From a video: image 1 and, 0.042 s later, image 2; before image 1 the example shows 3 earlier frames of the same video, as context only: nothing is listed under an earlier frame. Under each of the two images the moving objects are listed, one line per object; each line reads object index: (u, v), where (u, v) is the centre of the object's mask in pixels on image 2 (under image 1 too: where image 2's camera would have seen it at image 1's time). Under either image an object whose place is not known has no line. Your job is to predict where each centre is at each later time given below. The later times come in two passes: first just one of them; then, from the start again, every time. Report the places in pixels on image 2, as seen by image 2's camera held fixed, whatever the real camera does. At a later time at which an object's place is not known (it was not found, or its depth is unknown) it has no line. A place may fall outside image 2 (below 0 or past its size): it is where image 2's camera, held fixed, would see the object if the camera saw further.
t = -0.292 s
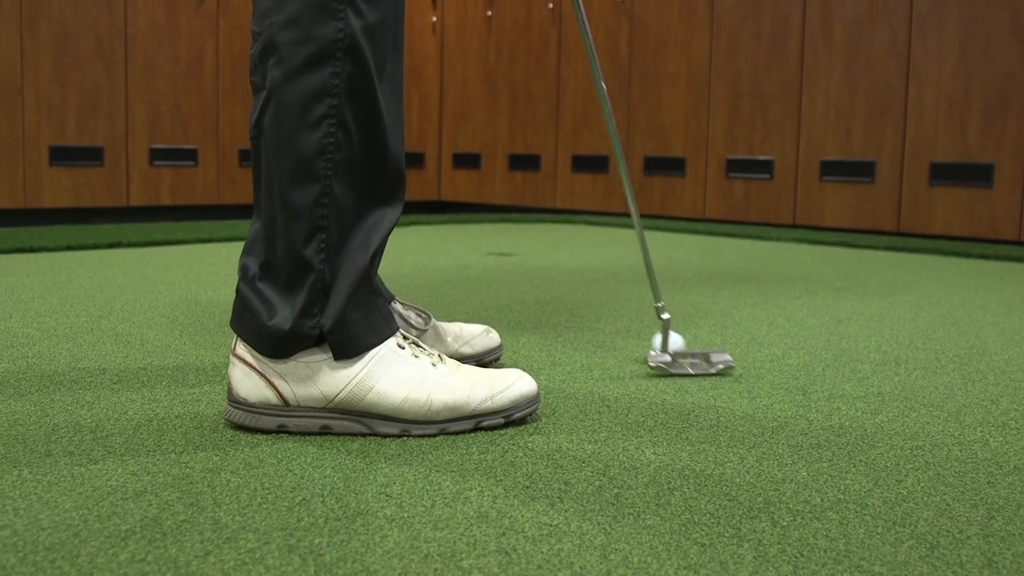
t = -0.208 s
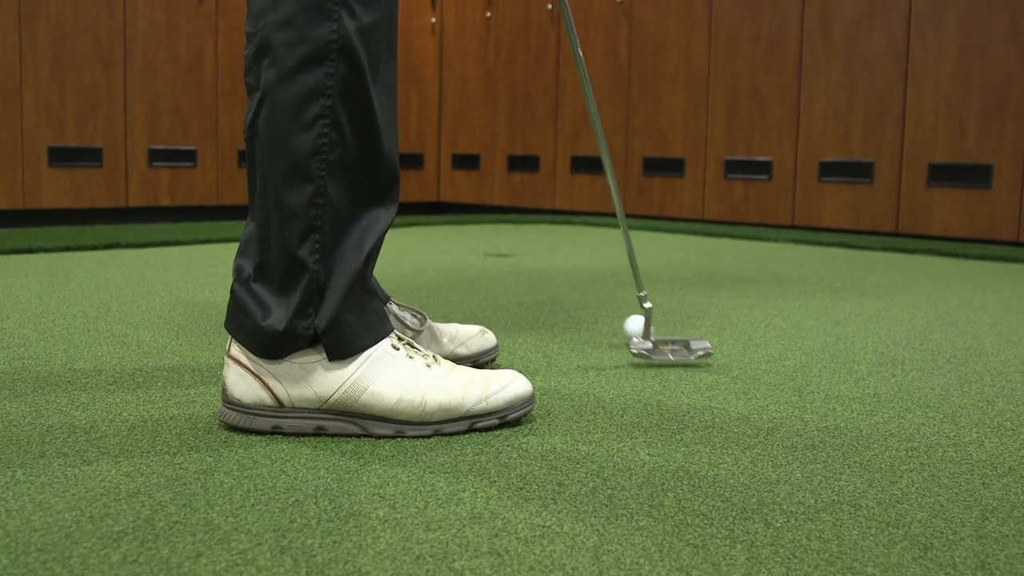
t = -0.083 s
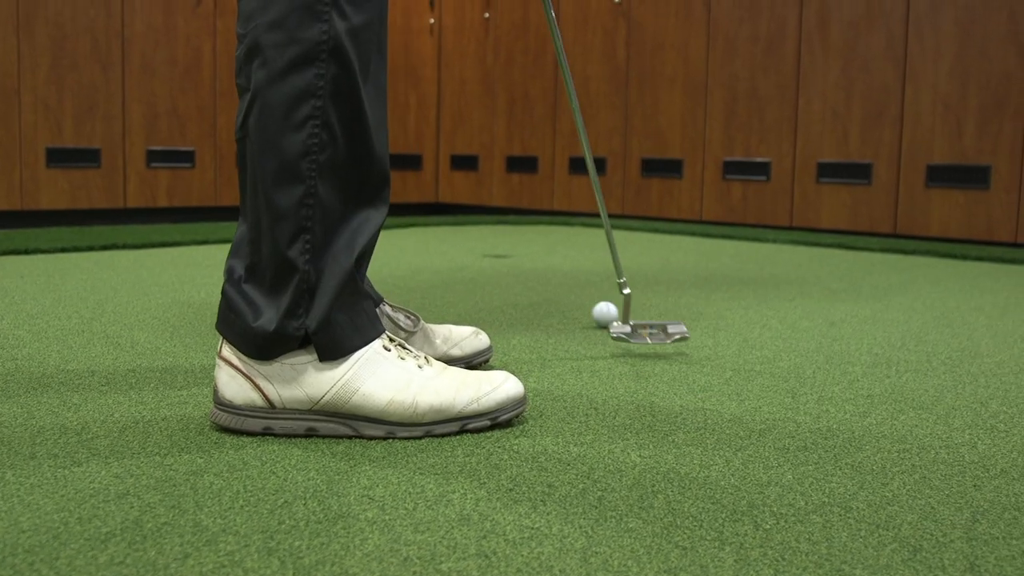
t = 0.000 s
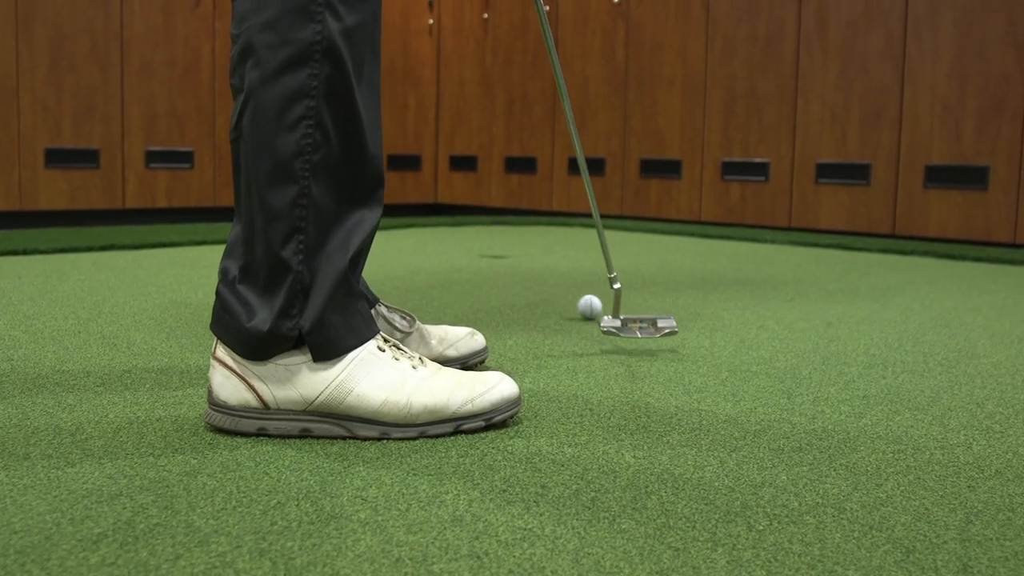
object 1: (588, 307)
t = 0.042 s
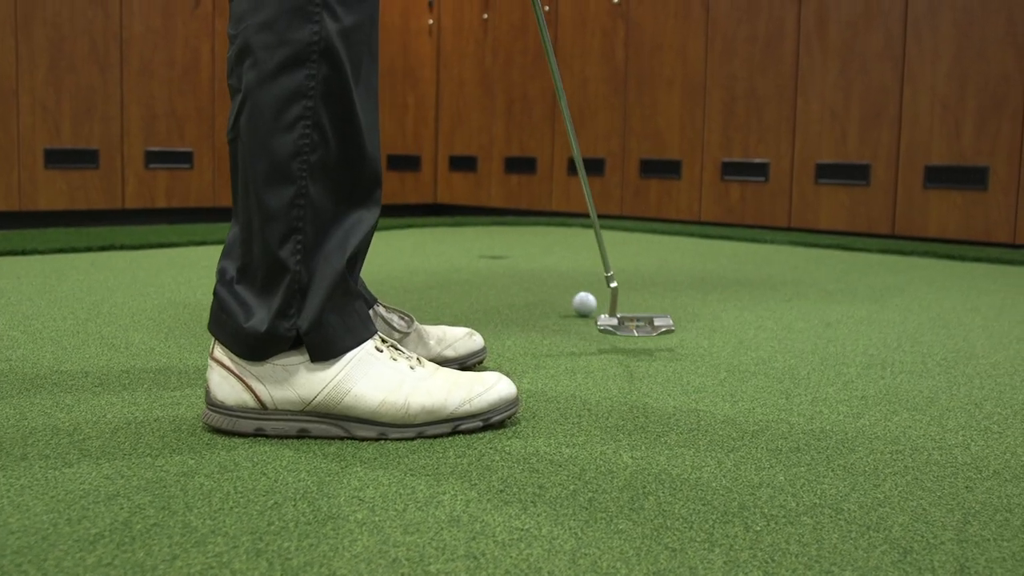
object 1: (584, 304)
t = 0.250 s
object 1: (562, 288)
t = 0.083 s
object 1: (578, 300)
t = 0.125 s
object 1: (575, 298)
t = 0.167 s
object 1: (569, 295)
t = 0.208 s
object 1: (566, 292)
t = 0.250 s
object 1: (562, 288)
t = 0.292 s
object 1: (559, 286)
